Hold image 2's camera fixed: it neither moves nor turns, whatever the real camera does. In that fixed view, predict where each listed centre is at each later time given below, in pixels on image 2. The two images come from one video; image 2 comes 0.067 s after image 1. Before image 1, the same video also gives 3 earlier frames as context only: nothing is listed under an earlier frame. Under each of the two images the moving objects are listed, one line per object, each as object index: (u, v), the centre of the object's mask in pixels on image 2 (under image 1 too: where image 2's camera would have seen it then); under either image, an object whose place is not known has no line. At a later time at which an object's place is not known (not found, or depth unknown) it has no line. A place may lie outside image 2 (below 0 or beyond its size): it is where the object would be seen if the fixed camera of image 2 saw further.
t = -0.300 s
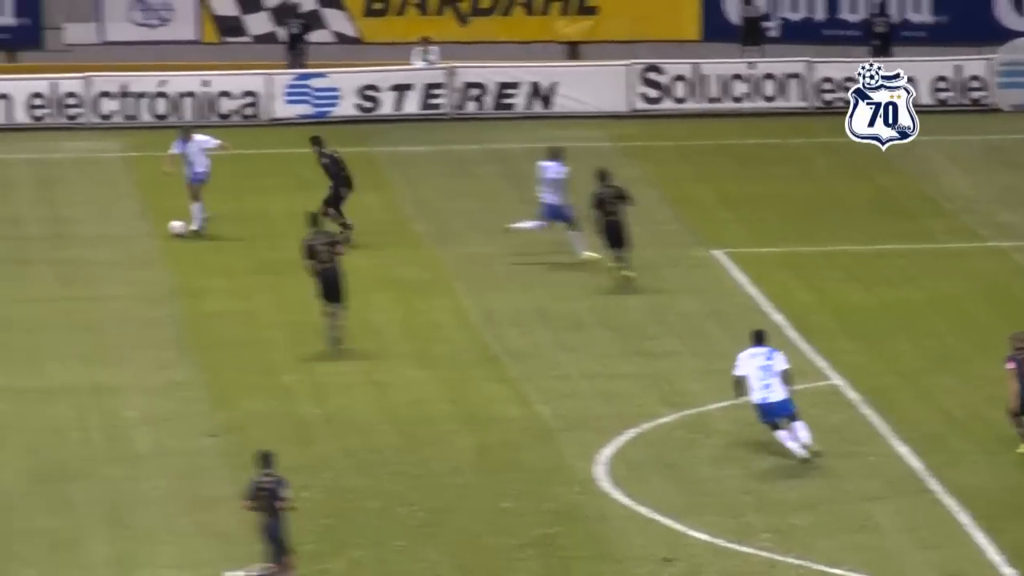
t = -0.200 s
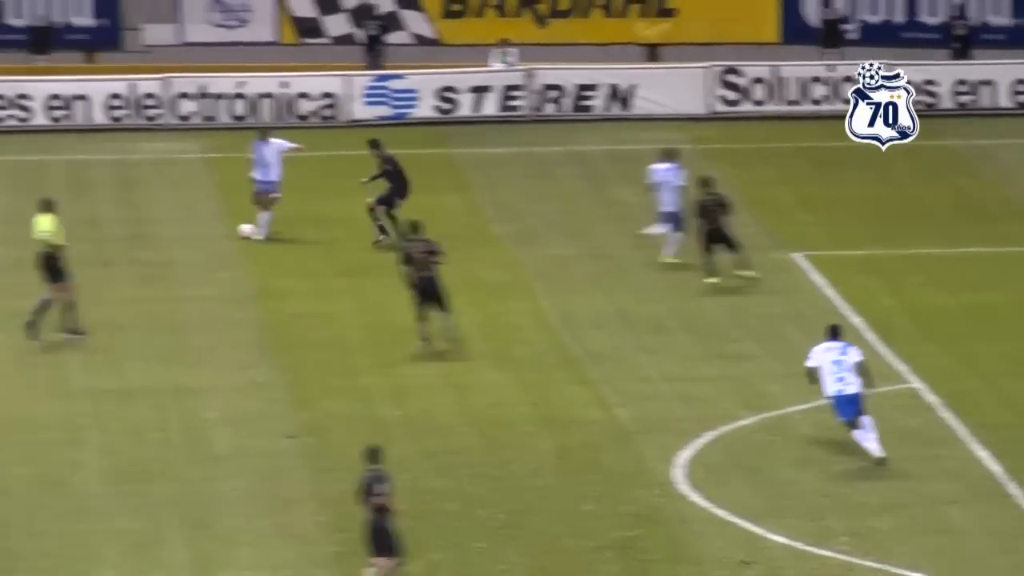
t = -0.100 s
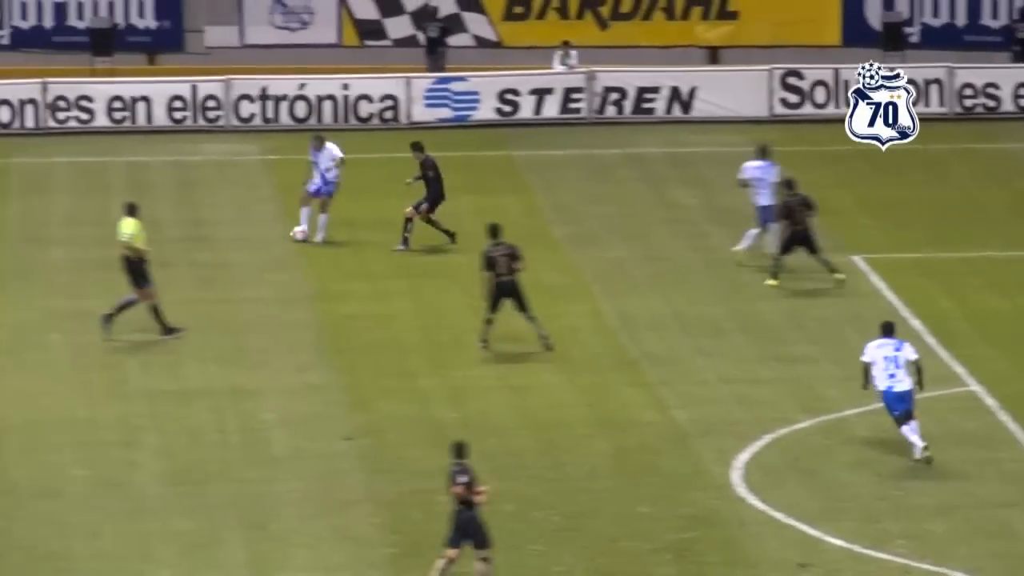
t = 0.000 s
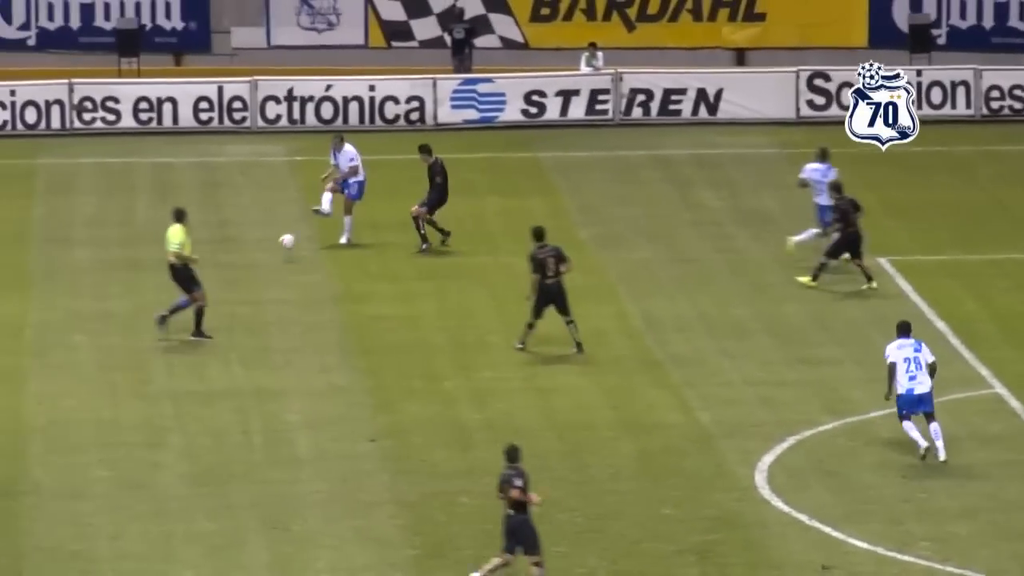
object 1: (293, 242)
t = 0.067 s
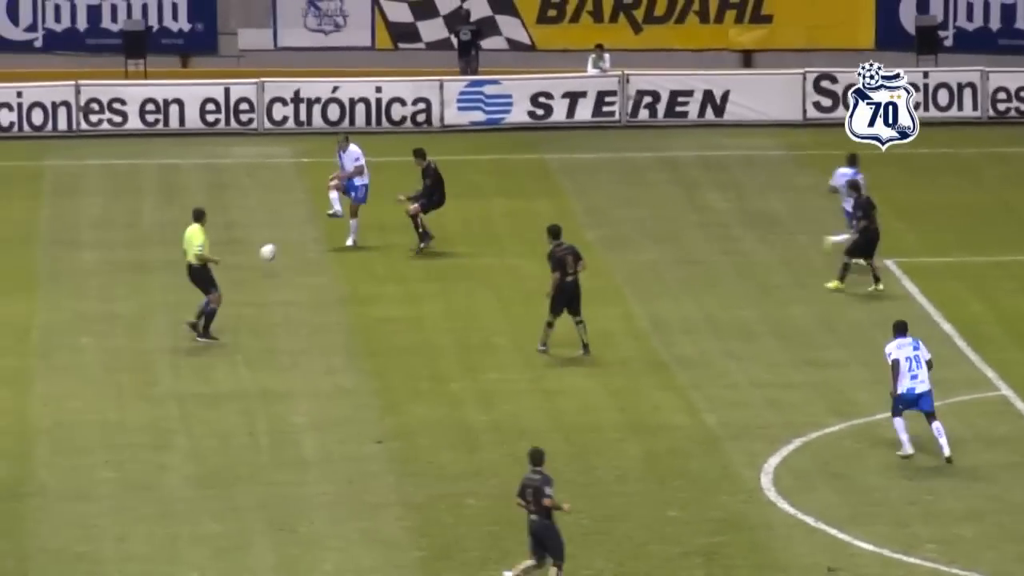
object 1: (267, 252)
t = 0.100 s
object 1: (256, 258)
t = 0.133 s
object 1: (244, 264)
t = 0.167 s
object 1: (234, 271)
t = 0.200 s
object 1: (217, 284)
